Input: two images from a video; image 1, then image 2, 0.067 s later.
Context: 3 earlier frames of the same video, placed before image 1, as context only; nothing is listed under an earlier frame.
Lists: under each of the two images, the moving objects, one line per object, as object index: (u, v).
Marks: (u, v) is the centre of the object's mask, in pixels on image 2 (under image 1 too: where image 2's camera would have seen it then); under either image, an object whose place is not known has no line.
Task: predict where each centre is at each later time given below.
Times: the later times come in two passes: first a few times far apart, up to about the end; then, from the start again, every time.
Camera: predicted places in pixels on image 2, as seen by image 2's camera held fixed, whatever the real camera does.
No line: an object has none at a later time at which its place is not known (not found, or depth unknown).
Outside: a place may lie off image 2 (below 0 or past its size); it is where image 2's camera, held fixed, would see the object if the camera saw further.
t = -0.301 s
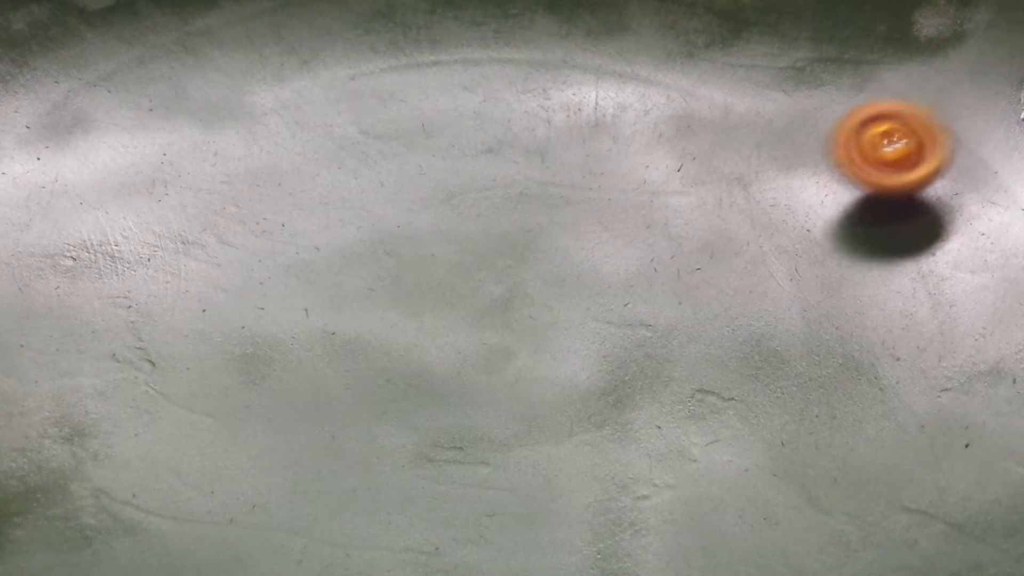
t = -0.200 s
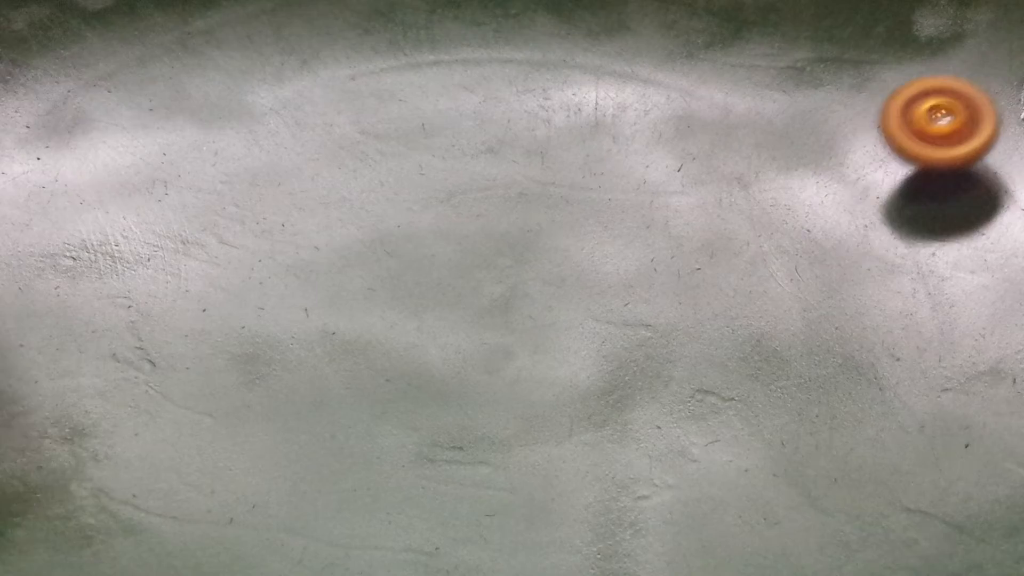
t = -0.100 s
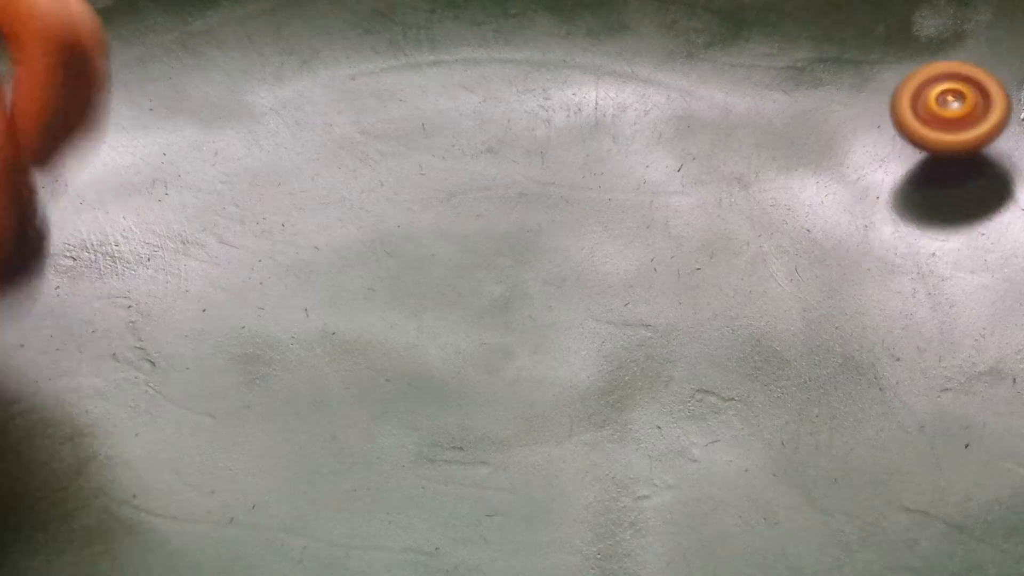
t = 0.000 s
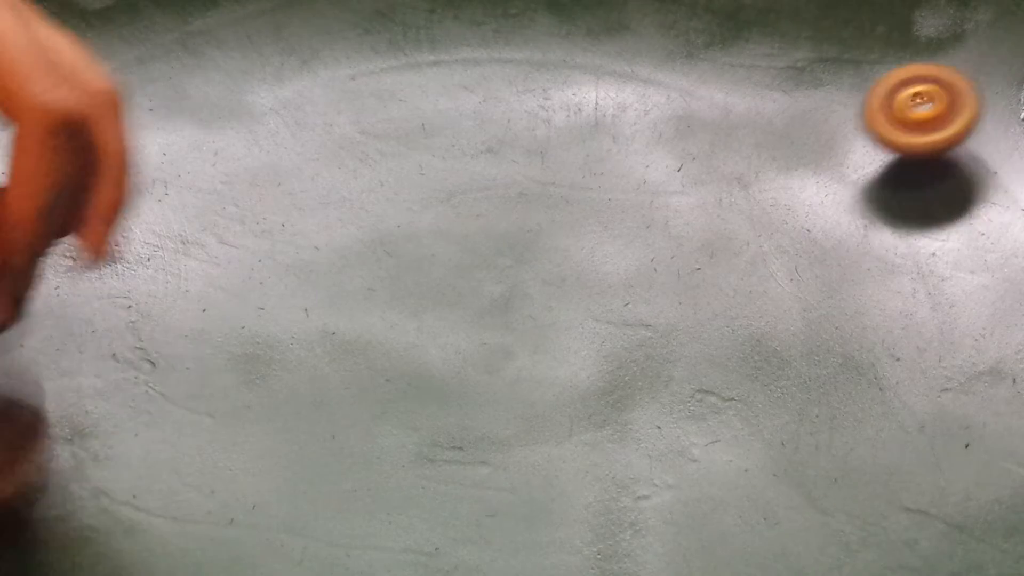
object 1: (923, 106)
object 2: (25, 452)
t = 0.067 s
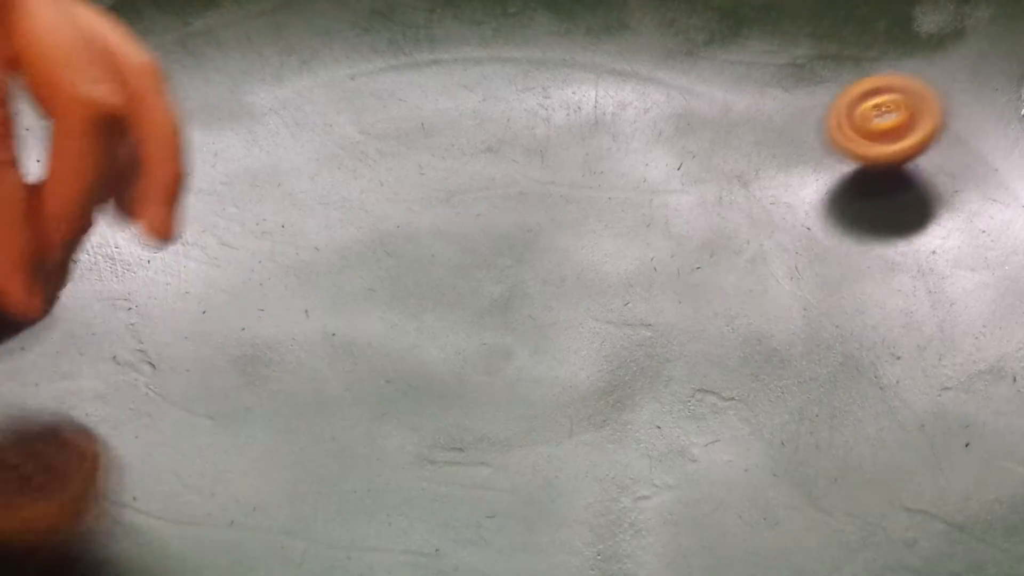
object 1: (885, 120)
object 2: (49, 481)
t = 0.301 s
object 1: (749, 223)
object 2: (464, 516)
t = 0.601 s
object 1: (872, 358)
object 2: (547, 354)
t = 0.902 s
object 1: (961, 365)
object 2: (374, 222)
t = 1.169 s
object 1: (784, 344)
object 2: (278, 217)
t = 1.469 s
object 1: (535, 388)
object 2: (292, 293)
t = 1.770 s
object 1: (331, 430)
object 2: (470, 248)
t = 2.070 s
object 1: (261, 421)
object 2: (488, 126)
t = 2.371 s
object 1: (336, 320)
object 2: (422, 131)
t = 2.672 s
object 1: (317, 235)
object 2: (509, 178)
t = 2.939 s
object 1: (321, 238)
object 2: (643, 164)
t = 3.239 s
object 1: (439, 238)
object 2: (738, 158)
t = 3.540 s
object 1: (562, 192)
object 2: (762, 174)
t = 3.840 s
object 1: (654, 163)
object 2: (772, 224)
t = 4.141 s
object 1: (694, 176)
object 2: (768, 292)
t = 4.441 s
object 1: (706, 233)
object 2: (748, 363)
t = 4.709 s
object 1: (717, 298)
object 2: (709, 402)
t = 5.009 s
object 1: (716, 247)
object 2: (604, 480)
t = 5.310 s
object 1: (612, 228)
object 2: (513, 475)
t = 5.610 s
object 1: (489, 247)
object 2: (441, 422)
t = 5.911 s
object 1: (433, 217)
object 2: (362, 415)
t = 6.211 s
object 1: (414, 137)
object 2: (362, 406)
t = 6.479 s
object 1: (451, 129)
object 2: (403, 345)
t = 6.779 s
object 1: (548, 158)
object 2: (429, 247)
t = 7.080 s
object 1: (652, 195)
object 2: (432, 179)
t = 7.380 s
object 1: (737, 255)
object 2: (467, 147)
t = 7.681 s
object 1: (778, 316)
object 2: (529, 149)
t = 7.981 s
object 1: (738, 350)
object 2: (599, 168)
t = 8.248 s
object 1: (637, 348)
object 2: (661, 207)
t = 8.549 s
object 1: (496, 316)
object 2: (719, 268)
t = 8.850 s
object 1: (373, 284)
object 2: (755, 323)
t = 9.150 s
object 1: (334, 265)
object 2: (740, 356)
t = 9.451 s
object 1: (414, 251)
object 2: (667, 361)
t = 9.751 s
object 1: (511, 220)
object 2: (559, 327)
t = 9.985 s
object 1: (588, 206)
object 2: (465, 295)
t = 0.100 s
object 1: (863, 130)
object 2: (80, 509)
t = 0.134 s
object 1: (841, 141)
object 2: (147, 517)
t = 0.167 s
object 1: (819, 154)
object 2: (212, 526)
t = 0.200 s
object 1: (799, 169)
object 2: (284, 530)
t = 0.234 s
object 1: (780, 185)
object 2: (346, 529)
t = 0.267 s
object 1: (762, 203)
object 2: (408, 526)
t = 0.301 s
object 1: (749, 223)
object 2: (464, 516)
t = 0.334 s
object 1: (739, 245)
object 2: (513, 496)
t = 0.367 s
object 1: (732, 268)
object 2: (558, 473)
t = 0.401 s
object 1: (727, 293)
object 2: (593, 447)
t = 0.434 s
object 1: (725, 318)
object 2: (623, 420)
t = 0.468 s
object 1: (741, 332)
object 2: (625, 402)
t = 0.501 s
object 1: (778, 337)
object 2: (603, 393)
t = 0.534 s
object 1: (811, 342)
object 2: (584, 384)
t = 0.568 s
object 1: (842, 349)
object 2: (566, 372)
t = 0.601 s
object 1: (872, 358)
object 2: (547, 354)
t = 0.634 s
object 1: (901, 369)
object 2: (528, 334)
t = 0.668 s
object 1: (927, 378)
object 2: (508, 316)
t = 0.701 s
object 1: (949, 383)
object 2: (488, 300)
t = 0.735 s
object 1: (961, 384)
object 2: (467, 282)
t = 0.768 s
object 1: (967, 383)
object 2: (447, 265)
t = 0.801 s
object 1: (970, 380)
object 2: (428, 253)
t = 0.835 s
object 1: (970, 376)
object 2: (410, 242)
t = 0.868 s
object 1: (968, 371)
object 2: (391, 232)
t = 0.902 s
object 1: (961, 365)
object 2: (374, 222)
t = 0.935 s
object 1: (949, 360)
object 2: (356, 217)
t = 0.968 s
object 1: (931, 354)
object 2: (340, 211)
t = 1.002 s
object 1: (908, 350)
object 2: (326, 208)
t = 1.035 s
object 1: (884, 346)
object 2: (312, 207)
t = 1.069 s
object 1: (860, 343)
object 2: (299, 208)
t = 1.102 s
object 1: (835, 343)
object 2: (290, 209)
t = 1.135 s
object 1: (809, 343)
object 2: (282, 212)
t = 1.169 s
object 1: (784, 344)
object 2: (278, 217)
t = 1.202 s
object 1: (759, 347)
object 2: (276, 223)
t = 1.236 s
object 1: (733, 351)
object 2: (274, 229)
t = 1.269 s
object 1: (707, 356)
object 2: (272, 236)
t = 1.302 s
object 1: (679, 361)
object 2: (270, 246)
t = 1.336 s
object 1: (650, 367)
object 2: (267, 255)
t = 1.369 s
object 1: (621, 373)
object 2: (266, 268)
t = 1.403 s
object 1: (592, 378)
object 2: (272, 277)
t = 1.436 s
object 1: (564, 384)
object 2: (281, 286)
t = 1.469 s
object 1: (535, 388)
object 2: (292, 293)
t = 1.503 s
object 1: (506, 393)
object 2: (304, 299)
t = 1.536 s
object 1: (480, 398)
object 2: (321, 299)
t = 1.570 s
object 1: (454, 402)
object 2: (343, 298)
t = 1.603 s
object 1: (431, 406)
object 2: (368, 296)
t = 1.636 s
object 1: (410, 411)
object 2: (392, 291)
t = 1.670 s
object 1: (391, 417)
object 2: (416, 284)
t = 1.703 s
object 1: (369, 421)
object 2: (436, 273)
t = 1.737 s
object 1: (349, 426)
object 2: (454, 261)
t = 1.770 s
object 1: (331, 430)
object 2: (470, 248)
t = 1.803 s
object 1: (316, 433)
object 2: (482, 234)
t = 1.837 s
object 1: (302, 436)
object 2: (491, 219)
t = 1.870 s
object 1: (289, 437)
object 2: (498, 204)
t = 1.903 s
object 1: (278, 438)
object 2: (502, 190)
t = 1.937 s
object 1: (269, 436)
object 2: (504, 176)
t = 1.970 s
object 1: (263, 435)
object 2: (503, 162)
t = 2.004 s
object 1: (260, 432)
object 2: (501, 148)
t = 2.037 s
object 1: (260, 427)
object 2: (496, 136)
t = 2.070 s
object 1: (261, 421)
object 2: (488, 126)
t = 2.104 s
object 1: (264, 414)
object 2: (479, 118)
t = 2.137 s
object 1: (271, 406)
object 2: (469, 111)
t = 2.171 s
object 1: (279, 398)
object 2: (457, 107)
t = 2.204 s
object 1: (288, 387)
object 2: (445, 106)
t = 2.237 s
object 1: (297, 375)
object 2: (435, 106)
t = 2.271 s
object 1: (307, 363)
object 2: (428, 110)
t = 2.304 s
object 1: (317, 350)
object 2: (424, 116)
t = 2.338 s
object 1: (327, 335)
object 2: (422, 123)
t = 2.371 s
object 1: (336, 320)
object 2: (422, 131)
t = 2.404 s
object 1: (343, 306)
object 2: (425, 140)
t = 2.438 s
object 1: (350, 292)
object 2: (428, 149)
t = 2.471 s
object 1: (355, 278)
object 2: (432, 158)
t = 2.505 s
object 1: (359, 266)
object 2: (436, 167)
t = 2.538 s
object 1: (362, 254)
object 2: (441, 176)
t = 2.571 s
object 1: (362, 242)
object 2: (447, 184)
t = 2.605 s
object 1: (349, 237)
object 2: (466, 182)
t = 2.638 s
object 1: (330, 237)
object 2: (488, 180)
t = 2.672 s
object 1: (317, 235)
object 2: (509, 178)
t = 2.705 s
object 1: (308, 233)
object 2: (528, 178)
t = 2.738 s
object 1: (302, 232)
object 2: (545, 175)
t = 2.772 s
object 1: (300, 232)
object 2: (562, 174)
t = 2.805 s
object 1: (300, 233)
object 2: (579, 170)
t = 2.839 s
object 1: (302, 234)
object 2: (595, 169)
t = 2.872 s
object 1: (307, 235)
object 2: (611, 166)
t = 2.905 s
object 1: (313, 236)
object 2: (627, 165)
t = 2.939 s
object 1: (321, 238)
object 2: (643, 164)
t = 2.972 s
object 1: (330, 240)
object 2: (657, 162)
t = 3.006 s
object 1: (341, 242)
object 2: (670, 161)
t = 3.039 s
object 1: (353, 244)
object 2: (682, 160)
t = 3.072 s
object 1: (366, 245)
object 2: (693, 158)
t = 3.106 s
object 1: (380, 245)
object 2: (704, 158)
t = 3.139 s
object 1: (394, 245)
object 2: (714, 157)
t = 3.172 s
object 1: (409, 243)
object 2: (724, 157)
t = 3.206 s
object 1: (424, 241)
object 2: (732, 157)
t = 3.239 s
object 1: (439, 238)
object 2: (738, 158)
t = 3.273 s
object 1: (453, 233)
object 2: (744, 158)
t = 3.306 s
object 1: (467, 228)
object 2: (749, 156)
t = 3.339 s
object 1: (480, 223)
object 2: (753, 160)
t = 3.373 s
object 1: (494, 219)
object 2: (757, 162)
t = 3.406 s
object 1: (507, 214)
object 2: (761, 162)
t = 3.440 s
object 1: (521, 208)
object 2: (763, 164)
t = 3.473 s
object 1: (535, 203)
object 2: (761, 167)
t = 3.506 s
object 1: (548, 198)
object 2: (761, 171)
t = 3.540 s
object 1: (562, 192)
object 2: (762, 174)
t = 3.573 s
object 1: (574, 186)
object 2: (763, 178)
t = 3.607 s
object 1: (586, 181)
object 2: (765, 184)
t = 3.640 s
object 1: (597, 177)
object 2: (767, 189)
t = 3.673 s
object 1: (607, 174)
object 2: (770, 195)
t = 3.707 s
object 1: (616, 172)
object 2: (771, 201)
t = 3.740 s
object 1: (626, 169)
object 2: (772, 207)
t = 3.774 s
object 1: (636, 167)
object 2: (773, 212)
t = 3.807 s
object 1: (645, 165)
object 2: (773, 218)
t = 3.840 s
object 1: (654, 163)
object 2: (772, 224)
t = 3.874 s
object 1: (662, 163)
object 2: (772, 233)
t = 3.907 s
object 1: (669, 162)
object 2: (773, 237)
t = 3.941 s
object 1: (674, 162)
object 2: (773, 248)
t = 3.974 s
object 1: (679, 163)
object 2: (773, 255)
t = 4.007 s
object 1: (683, 165)
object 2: (772, 263)
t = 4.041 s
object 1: (687, 167)
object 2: (772, 270)
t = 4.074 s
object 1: (689, 169)
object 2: (771, 279)
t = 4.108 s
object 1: (692, 173)
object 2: (769, 287)
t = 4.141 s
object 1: (694, 176)
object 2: (768, 292)
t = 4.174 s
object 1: (695, 180)
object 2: (765, 302)
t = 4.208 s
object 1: (697, 185)
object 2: (763, 309)
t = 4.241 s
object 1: (698, 190)
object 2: (762, 314)
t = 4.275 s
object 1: (699, 197)
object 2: (760, 325)
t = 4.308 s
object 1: (700, 203)
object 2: (758, 330)
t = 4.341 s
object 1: (702, 210)
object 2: (757, 337)
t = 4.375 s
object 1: (703, 217)
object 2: (754, 350)
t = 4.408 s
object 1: (704, 225)
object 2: (752, 352)
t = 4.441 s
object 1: (706, 233)
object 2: (748, 363)
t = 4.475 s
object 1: (708, 242)
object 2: (745, 368)
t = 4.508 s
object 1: (710, 251)
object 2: (742, 370)
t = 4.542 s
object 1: (711, 260)
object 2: (737, 376)
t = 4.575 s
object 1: (712, 268)
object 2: (734, 381)
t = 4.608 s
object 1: (713, 276)
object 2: (729, 385)
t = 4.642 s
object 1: (715, 284)
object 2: (722, 389)
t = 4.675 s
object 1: (716, 291)
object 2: (715, 393)
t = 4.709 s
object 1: (717, 298)
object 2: (709, 402)
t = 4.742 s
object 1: (722, 295)
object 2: (697, 415)
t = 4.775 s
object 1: (727, 286)
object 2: (681, 431)
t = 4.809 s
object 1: (731, 281)
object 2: (667, 443)
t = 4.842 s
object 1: (733, 273)
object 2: (657, 451)
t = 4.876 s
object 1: (733, 267)
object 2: (646, 459)
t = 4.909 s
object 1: (731, 262)
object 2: (634, 466)
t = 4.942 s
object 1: (728, 256)
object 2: (624, 472)
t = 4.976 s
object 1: (722, 251)
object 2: (614, 476)
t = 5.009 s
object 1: (716, 247)
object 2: (604, 480)
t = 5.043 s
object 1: (708, 243)
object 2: (594, 482)
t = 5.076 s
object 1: (698, 239)
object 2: (584, 484)
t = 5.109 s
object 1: (688, 236)
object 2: (573, 484)
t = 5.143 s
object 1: (677, 233)
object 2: (563, 485)
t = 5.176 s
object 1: (664, 231)
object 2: (554, 484)
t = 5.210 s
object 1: (652, 229)
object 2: (545, 483)
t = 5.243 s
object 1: (639, 228)
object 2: (534, 481)
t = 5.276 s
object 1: (626, 228)
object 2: (523, 478)
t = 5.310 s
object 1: (612, 228)
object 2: (513, 475)
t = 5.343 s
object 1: (598, 228)
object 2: (504, 471)
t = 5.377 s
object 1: (585, 229)
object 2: (494, 468)
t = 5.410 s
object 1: (571, 231)
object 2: (485, 463)
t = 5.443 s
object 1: (558, 233)
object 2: (476, 458)
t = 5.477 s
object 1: (544, 235)
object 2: (468, 452)
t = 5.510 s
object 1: (529, 237)
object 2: (461, 446)
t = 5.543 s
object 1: (515, 240)
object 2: (454, 439)
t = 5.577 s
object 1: (501, 243)
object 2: (447, 431)
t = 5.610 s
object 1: (489, 247)
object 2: (441, 422)
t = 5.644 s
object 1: (477, 251)
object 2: (435, 413)
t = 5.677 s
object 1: (465, 256)
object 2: (428, 404)
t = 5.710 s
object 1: (453, 261)
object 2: (422, 394)
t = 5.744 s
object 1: (442, 267)
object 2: (416, 383)
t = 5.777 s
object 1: (432, 272)
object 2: (412, 373)
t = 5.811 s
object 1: (425, 272)
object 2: (405, 373)
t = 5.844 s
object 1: (429, 252)
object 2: (386, 394)
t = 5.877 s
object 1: (432, 232)
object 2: (372, 408)
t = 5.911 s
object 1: (433, 217)
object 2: (362, 415)
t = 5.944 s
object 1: (431, 203)
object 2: (357, 420)
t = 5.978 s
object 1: (429, 190)
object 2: (353, 422)
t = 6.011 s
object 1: (426, 180)
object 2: (352, 425)
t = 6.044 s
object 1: (422, 171)
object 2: (351, 422)
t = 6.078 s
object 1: (419, 163)
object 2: (350, 419)
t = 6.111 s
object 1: (416, 155)
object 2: (351, 417)
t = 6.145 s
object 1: (414, 149)
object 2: (354, 415)
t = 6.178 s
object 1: (413, 142)
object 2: (358, 411)
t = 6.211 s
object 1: (414, 137)
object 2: (362, 406)
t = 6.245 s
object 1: (414, 132)
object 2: (366, 401)
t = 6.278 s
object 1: (417, 129)
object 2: (370, 394)
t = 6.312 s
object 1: (419, 127)
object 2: (375, 387)
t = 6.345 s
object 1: (424, 125)
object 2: (379, 379)
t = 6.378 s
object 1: (428, 125)
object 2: (384, 371)
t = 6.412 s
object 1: (435, 125)
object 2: (390, 362)
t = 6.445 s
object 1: (442, 127)
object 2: (396, 354)
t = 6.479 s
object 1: (451, 129)
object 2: (403, 345)
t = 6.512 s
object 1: (460, 131)
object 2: (410, 333)
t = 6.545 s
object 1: (469, 134)
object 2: (416, 323)
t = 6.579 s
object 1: (479, 137)
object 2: (421, 314)
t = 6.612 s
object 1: (489, 141)
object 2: (425, 302)
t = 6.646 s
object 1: (500, 144)
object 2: (426, 291)
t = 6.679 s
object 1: (511, 148)
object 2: (427, 279)
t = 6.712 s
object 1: (523, 152)
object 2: (427, 268)
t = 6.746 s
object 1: (536, 155)
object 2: (428, 258)
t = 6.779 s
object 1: (548, 158)
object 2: (429, 247)
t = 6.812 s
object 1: (560, 161)
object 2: (430, 237)
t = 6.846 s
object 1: (572, 164)
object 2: (429, 227)
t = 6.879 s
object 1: (584, 167)
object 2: (428, 219)
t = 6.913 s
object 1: (595, 170)
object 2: (428, 211)
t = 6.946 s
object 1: (607, 174)
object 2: (428, 205)
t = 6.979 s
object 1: (619, 179)
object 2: (429, 198)
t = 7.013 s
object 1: (630, 184)
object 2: (430, 191)
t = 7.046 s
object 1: (640, 190)
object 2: (431, 185)
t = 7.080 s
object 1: (652, 195)
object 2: (432, 179)
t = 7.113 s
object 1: (663, 202)
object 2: (434, 174)
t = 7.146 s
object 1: (674, 209)
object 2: (437, 169)
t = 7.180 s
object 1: (685, 215)
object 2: (440, 164)
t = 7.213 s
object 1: (694, 222)
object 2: (444, 161)
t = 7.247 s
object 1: (703, 229)
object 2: (447, 157)
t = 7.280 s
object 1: (712, 236)
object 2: (452, 153)
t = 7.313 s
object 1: (721, 243)
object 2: (457, 151)
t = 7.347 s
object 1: (730, 249)
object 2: (462, 149)
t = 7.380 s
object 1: (737, 255)
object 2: (467, 147)
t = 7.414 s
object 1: (744, 261)
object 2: (472, 144)
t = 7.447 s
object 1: (751, 269)
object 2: (478, 145)
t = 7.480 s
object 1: (757, 276)
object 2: (484, 144)
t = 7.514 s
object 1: (762, 283)
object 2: (490, 144)
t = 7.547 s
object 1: (766, 289)
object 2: (497, 145)
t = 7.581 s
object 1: (770, 296)
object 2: (505, 146)
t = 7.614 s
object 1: (773, 303)
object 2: (513, 147)
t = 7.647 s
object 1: (776, 309)
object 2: (521, 148)
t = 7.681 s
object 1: (778, 316)
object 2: (529, 149)
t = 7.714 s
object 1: (779, 323)
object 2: (537, 150)
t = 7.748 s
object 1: (778, 328)
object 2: (544, 152)
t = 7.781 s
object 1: (777, 333)
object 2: (552, 154)
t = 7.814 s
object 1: (773, 337)
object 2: (559, 155)
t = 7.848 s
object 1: (768, 340)
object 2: (567, 157)
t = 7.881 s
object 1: (762, 344)
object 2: (575, 160)
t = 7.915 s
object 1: (754, 346)
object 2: (583, 162)
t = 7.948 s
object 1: (747, 348)
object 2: (591, 165)
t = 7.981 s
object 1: (738, 350)
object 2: (599, 168)
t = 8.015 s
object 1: (729, 351)
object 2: (608, 172)
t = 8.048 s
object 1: (719, 352)
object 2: (616, 176)
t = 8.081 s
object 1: (707, 353)
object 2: (625, 180)
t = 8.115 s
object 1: (693, 353)
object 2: (633, 185)
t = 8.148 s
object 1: (680, 352)
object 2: (641, 189)
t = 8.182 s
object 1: (666, 351)
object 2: (648, 196)
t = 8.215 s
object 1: (652, 350)
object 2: (654, 200)
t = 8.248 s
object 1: (637, 348)
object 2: (661, 207)
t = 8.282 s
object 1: (621, 346)
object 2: (668, 213)
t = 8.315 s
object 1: (607, 343)
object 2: (675, 219)
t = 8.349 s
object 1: (591, 340)
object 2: (682, 226)
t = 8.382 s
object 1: (575, 336)
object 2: (688, 235)
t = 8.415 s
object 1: (561, 332)
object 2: (695, 242)
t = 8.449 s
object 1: (545, 328)
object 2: (701, 247)
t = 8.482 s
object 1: (528, 324)
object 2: (707, 254)
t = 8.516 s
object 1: (512, 321)
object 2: (713, 261)
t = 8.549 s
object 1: (496, 316)
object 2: (719, 268)
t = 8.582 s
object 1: (479, 312)
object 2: (724, 274)
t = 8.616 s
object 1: (463, 309)
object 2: (730, 280)
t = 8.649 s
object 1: (448, 305)
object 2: (735, 288)
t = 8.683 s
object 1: (433, 301)
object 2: (740, 294)
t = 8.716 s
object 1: (418, 297)
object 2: (744, 300)
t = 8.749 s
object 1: (406, 293)
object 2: (747, 307)
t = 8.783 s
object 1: (394, 289)
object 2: (750, 312)
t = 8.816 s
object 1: (383, 287)
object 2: (752, 318)
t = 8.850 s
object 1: (373, 284)
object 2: (755, 323)
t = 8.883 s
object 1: (363, 282)
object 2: (756, 327)
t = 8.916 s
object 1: (355, 280)
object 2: (756, 331)
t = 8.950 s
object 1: (347, 277)
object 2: (756, 337)
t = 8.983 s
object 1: (341, 275)
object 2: (755, 341)
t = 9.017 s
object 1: (336, 272)
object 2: (753, 344)
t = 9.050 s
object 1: (332, 270)
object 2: (751, 348)
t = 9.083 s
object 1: (331, 269)
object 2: (748, 351)
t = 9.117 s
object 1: (331, 267)
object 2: (744, 353)
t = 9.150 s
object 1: (334, 265)
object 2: (740, 356)
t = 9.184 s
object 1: (338, 265)
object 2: (735, 358)
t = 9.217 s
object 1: (344, 264)
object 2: (729, 360)
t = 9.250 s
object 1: (350, 263)
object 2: (721, 363)
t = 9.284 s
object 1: (359, 262)
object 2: (712, 364)
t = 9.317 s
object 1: (368, 261)
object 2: (704, 364)
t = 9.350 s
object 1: (379, 259)
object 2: (696, 364)
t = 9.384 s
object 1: (390, 256)
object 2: (686, 363)
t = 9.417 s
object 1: (402, 254)
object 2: (676, 362)
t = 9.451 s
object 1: (414, 251)
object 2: (667, 361)
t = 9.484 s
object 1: (426, 247)
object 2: (657, 359)
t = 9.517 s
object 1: (436, 244)
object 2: (645, 357)
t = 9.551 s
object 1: (447, 241)
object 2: (634, 355)
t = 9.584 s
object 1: (456, 237)
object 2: (622, 351)
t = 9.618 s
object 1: (468, 233)
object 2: (610, 350)
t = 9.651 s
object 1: (479, 230)
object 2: (598, 347)
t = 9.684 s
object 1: (489, 226)
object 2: (587, 337)
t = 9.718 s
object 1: (500, 223)
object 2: (573, 331)
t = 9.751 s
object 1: (511, 220)
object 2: (559, 327)
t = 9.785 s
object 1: (521, 218)
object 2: (545, 321)
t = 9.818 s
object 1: (531, 215)
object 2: (531, 317)
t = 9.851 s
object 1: (543, 213)
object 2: (519, 312)
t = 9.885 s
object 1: (554, 210)
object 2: (504, 309)
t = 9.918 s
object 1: (566, 208)
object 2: (491, 305)
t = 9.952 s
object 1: (577, 207)
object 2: (479, 300)
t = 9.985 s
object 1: (588, 206)
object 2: (465, 295)
